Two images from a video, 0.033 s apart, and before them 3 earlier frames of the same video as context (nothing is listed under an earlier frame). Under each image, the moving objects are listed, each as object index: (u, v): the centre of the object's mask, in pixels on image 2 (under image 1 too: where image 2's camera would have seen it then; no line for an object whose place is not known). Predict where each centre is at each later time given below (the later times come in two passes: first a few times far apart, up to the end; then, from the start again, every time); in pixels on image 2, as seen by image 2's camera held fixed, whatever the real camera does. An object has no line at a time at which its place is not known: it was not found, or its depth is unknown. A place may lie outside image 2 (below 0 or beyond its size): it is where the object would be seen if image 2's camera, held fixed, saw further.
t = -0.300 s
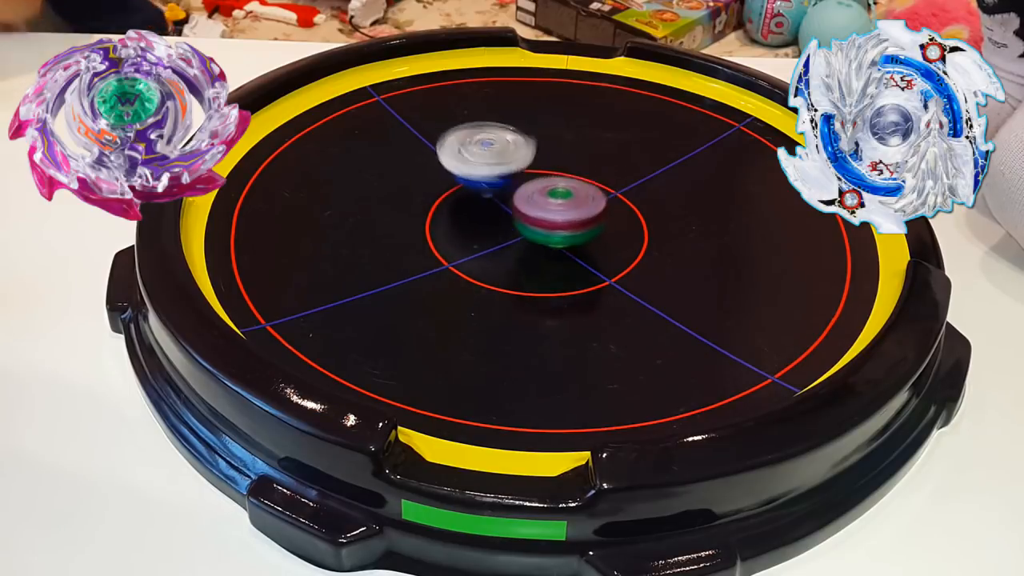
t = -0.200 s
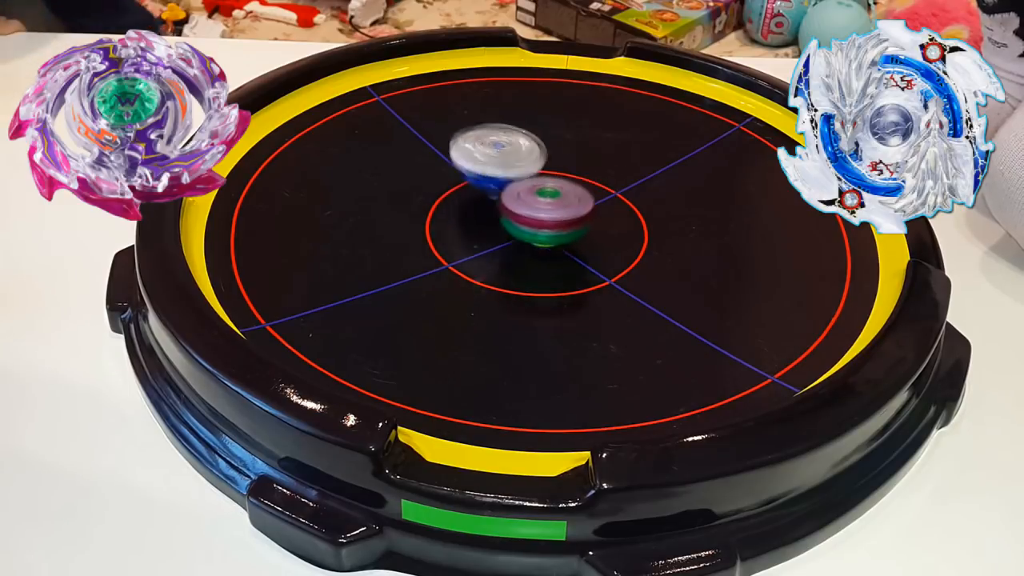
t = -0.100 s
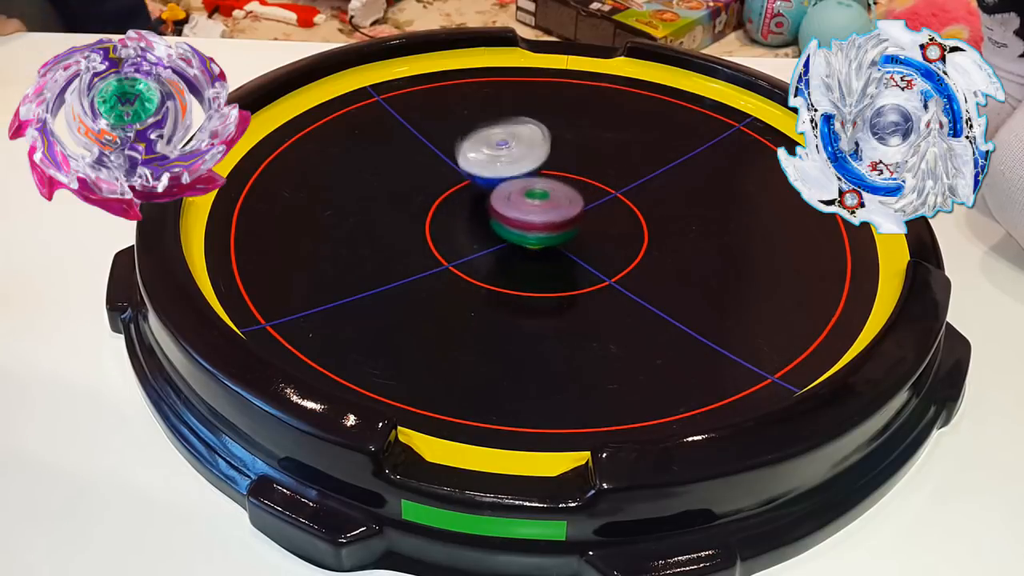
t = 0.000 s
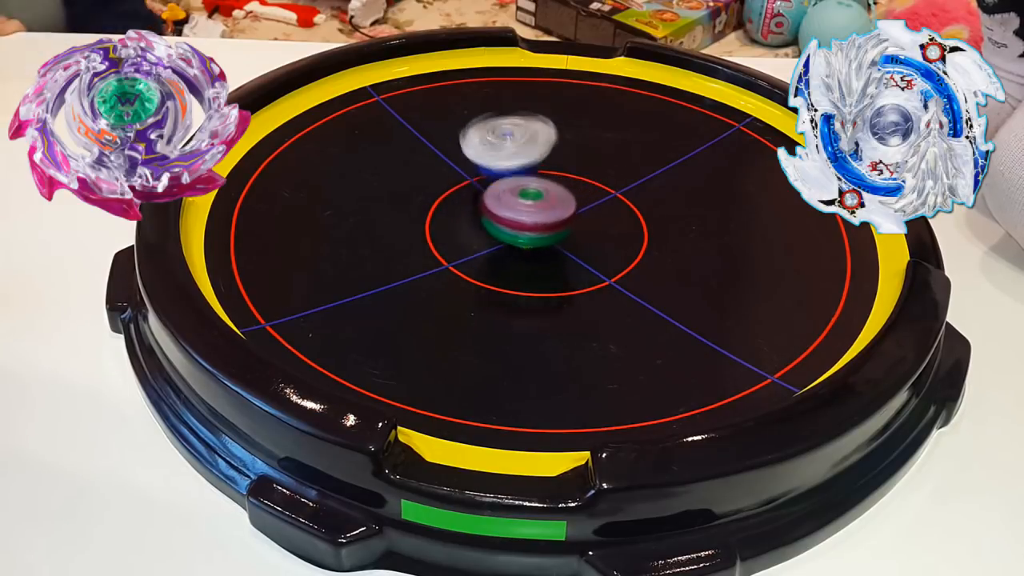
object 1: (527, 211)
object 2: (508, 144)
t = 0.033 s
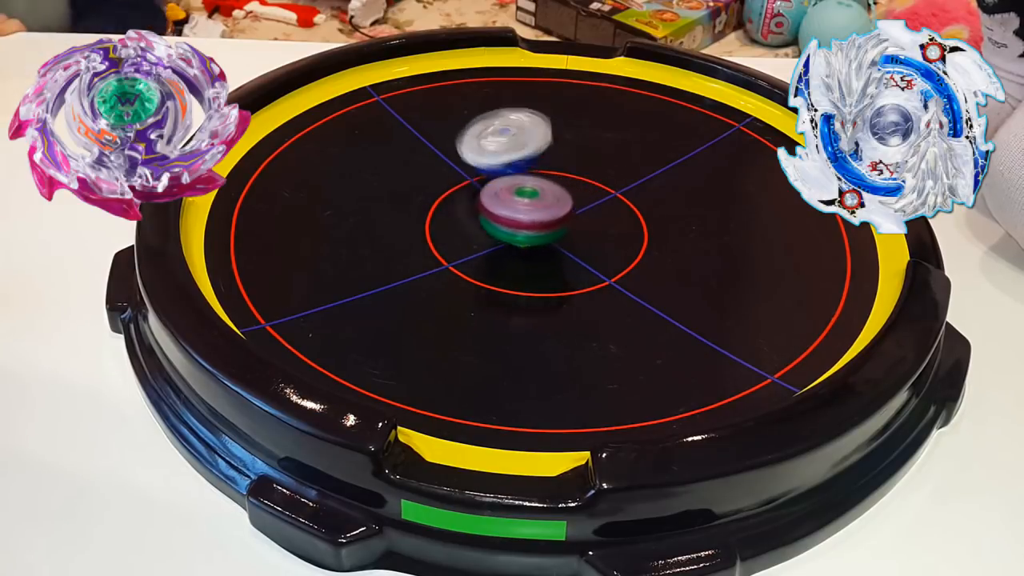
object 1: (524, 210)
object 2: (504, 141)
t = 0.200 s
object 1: (517, 203)
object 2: (504, 138)
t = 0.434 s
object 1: (524, 200)
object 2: (508, 144)
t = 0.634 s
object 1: (529, 209)
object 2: (505, 137)
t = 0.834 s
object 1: (521, 222)
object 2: (509, 141)
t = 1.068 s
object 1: (503, 220)
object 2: (493, 146)
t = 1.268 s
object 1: (507, 212)
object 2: (500, 142)
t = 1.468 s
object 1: (530, 208)
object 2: (497, 143)
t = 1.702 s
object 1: (556, 214)
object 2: (499, 149)
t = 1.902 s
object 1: (556, 223)
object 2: (499, 150)
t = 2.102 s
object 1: (542, 225)
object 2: (499, 151)
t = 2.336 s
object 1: (534, 213)
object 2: (497, 145)
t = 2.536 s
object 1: (547, 205)
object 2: (497, 146)
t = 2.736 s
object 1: (567, 204)
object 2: (499, 149)
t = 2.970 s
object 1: (575, 211)
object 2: (499, 150)
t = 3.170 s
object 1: (564, 213)
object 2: (499, 150)
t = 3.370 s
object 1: (548, 207)
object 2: (497, 147)
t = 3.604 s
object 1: (551, 196)
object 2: (496, 146)
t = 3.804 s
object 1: (564, 195)
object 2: (498, 149)
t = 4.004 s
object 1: (572, 200)
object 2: (499, 150)
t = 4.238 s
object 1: (558, 204)
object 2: (498, 148)
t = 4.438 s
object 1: (552, 199)
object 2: (497, 147)
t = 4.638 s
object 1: (556, 187)
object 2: (496, 146)
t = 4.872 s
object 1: (569, 183)
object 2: (498, 149)
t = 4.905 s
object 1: (571, 183)
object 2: (499, 149)
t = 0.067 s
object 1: (523, 209)
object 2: (503, 138)
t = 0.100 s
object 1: (522, 208)
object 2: (500, 137)
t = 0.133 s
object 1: (520, 207)
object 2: (499, 137)
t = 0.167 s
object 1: (518, 205)
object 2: (499, 138)
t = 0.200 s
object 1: (517, 203)
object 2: (504, 138)
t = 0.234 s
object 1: (518, 202)
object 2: (509, 139)
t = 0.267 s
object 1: (519, 203)
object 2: (508, 139)
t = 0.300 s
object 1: (520, 203)
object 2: (509, 142)
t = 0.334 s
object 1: (522, 202)
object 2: (509, 142)
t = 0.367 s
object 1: (523, 201)
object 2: (507, 143)
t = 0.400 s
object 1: (523, 201)
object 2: (509, 143)
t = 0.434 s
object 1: (524, 200)
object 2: (508, 144)
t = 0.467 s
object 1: (525, 199)
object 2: (511, 144)
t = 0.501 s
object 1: (527, 198)
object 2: (511, 143)
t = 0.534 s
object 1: (527, 198)
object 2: (505, 142)
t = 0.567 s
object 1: (528, 203)
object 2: (507, 140)
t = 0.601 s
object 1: (529, 206)
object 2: (506, 137)
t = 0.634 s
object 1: (529, 209)
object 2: (505, 137)
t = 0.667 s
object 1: (529, 212)
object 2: (508, 136)
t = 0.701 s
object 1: (529, 214)
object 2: (507, 136)
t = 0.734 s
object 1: (528, 217)
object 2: (507, 137)
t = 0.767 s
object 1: (527, 219)
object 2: (508, 140)
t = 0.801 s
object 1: (524, 221)
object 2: (510, 140)
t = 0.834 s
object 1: (521, 222)
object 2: (509, 141)
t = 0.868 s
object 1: (518, 223)
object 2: (508, 141)
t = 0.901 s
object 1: (515, 223)
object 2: (506, 143)
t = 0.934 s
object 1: (511, 223)
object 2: (504, 143)
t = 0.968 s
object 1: (509, 223)
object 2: (501, 145)
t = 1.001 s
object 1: (507, 222)
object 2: (498, 146)
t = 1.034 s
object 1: (505, 221)
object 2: (495, 146)
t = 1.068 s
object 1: (503, 220)
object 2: (493, 146)
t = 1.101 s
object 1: (503, 218)
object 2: (493, 146)
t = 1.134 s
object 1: (503, 217)
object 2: (493, 146)
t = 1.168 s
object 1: (504, 215)
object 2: (493, 145)
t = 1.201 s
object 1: (505, 215)
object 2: (495, 144)
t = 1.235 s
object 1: (505, 213)
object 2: (499, 143)
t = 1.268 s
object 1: (507, 212)
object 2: (500, 142)
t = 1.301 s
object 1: (511, 210)
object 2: (500, 141)
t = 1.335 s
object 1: (515, 209)
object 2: (499, 141)
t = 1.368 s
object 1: (518, 208)
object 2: (497, 141)
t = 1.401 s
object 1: (522, 208)
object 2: (497, 142)
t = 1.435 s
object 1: (526, 208)
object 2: (497, 143)
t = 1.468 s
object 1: (530, 208)
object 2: (497, 143)
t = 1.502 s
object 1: (534, 208)
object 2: (497, 144)
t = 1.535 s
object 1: (540, 209)
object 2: (497, 146)
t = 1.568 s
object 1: (544, 210)
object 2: (497, 147)
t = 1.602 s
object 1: (548, 211)
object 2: (498, 147)
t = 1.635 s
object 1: (550, 212)
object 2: (498, 148)
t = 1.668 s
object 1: (555, 213)
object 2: (499, 149)
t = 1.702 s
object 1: (556, 214)
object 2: (499, 149)
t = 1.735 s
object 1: (558, 216)
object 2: (499, 150)
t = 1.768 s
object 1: (558, 217)
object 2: (499, 150)
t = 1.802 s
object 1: (558, 218)
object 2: (499, 150)
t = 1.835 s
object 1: (558, 220)
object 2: (499, 150)
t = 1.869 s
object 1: (558, 221)
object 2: (499, 150)
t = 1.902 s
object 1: (556, 223)
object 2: (499, 150)
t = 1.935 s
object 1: (554, 224)
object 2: (499, 150)
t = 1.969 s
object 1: (551, 225)
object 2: (499, 150)
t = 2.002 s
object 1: (549, 226)
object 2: (499, 151)
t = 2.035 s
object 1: (547, 226)
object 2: (499, 151)
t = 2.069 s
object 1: (544, 226)
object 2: (499, 151)
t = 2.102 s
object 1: (542, 225)
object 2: (499, 151)
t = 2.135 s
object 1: (538, 223)
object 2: (499, 150)
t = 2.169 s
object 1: (537, 223)
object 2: (499, 150)
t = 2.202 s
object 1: (535, 221)
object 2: (499, 149)
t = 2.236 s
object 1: (535, 219)
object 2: (499, 147)
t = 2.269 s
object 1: (534, 217)
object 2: (499, 147)
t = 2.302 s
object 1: (534, 215)
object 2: (498, 146)
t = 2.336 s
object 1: (534, 213)
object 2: (497, 145)
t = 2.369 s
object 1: (534, 211)
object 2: (496, 145)
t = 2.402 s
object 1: (535, 210)
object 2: (496, 145)
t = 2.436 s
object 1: (537, 208)
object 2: (496, 145)
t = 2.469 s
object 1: (540, 207)
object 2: (496, 145)
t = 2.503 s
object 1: (543, 205)
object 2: (497, 145)
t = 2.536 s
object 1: (547, 205)
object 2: (497, 146)
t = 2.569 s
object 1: (550, 203)
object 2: (497, 146)
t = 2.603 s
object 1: (554, 203)
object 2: (497, 147)
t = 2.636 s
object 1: (557, 203)
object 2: (498, 148)
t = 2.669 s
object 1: (561, 203)
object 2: (498, 149)
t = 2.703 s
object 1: (563, 203)
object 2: (498, 149)
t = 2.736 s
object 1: (567, 204)
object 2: (499, 149)
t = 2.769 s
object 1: (569, 204)
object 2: (499, 150)
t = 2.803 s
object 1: (571, 205)
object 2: (499, 150)
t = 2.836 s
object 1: (573, 206)
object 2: (499, 150)
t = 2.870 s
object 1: (574, 207)
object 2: (499, 150)
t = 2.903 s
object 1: (575, 209)
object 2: (499, 150)
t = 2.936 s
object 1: (574, 210)
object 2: (499, 150)
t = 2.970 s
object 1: (575, 211)
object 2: (499, 150)
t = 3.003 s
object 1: (574, 212)
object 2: (499, 150)
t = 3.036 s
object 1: (572, 213)
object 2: (499, 150)
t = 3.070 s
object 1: (570, 213)
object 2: (499, 150)
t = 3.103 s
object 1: (568, 214)
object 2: (499, 150)
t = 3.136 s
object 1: (565, 213)
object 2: (499, 150)
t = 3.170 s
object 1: (564, 213)
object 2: (499, 150)
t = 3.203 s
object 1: (561, 213)
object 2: (499, 150)
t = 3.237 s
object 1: (557, 212)
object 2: (498, 149)
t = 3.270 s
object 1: (553, 211)
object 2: (498, 149)
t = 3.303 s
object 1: (552, 209)
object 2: (498, 148)
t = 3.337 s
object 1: (551, 209)
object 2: (497, 147)
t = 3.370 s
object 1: (548, 207)
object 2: (497, 147)
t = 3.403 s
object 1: (548, 205)
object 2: (497, 147)
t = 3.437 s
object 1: (547, 203)
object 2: (497, 146)
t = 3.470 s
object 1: (546, 201)
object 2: (495, 146)
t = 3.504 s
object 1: (546, 199)
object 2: (496, 145)
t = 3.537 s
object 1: (549, 198)
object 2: (496, 145)
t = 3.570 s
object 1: (550, 197)
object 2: (496, 146)
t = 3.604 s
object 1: (551, 196)
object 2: (496, 146)
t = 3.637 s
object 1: (552, 197)
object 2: (496, 146)
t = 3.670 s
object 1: (554, 195)
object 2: (496, 146)
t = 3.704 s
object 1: (558, 195)
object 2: (497, 148)
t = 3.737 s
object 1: (561, 195)
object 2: (497, 148)
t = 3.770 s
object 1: (564, 195)
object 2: (497, 149)
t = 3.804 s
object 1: (564, 195)
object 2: (498, 149)
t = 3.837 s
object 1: (568, 195)
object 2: (498, 149)
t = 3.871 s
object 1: (570, 196)
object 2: (498, 149)
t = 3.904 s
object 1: (570, 197)
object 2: (499, 150)
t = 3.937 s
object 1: (571, 198)
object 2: (499, 150)
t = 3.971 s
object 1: (571, 199)
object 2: (499, 150)
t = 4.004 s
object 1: (572, 200)
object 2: (499, 150)
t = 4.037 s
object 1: (571, 201)
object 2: (499, 150)
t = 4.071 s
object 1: (570, 202)
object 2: (499, 150)
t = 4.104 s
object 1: (568, 203)
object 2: (499, 150)
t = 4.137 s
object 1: (567, 204)
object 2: (499, 150)
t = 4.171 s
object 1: (563, 204)
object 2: (498, 149)
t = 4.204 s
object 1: (561, 204)
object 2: (498, 149)
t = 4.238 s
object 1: (558, 204)
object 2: (498, 148)
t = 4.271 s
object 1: (555, 203)
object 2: (497, 148)
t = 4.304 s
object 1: (552, 203)
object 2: (497, 148)
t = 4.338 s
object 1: (550, 202)
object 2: (497, 147)
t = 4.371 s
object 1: (550, 201)
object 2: (497, 147)
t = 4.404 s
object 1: (550, 200)
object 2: (497, 147)
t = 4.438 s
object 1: (552, 199)
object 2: (497, 147)
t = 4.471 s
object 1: (550, 196)
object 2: (497, 146)
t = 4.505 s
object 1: (550, 194)
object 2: (496, 145)
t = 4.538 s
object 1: (550, 192)
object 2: (496, 145)
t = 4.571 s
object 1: (552, 190)
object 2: (496, 145)
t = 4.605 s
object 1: (554, 189)
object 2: (496, 146)
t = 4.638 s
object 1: (556, 187)
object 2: (496, 146)
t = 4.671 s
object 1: (558, 187)
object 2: (496, 147)
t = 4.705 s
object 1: (558, 185)
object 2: (496, 147)
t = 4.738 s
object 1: (561, 184)
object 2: (496, 148)
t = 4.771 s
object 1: (564, 184)
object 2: (497, 148)
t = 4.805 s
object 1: (565, 184)
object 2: (497, 149)
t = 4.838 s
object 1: (567, 184)
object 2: (498, 149)
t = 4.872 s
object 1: (569, 183)
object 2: (498, 149)
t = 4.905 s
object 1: (571, 183)
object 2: (499, 149)
